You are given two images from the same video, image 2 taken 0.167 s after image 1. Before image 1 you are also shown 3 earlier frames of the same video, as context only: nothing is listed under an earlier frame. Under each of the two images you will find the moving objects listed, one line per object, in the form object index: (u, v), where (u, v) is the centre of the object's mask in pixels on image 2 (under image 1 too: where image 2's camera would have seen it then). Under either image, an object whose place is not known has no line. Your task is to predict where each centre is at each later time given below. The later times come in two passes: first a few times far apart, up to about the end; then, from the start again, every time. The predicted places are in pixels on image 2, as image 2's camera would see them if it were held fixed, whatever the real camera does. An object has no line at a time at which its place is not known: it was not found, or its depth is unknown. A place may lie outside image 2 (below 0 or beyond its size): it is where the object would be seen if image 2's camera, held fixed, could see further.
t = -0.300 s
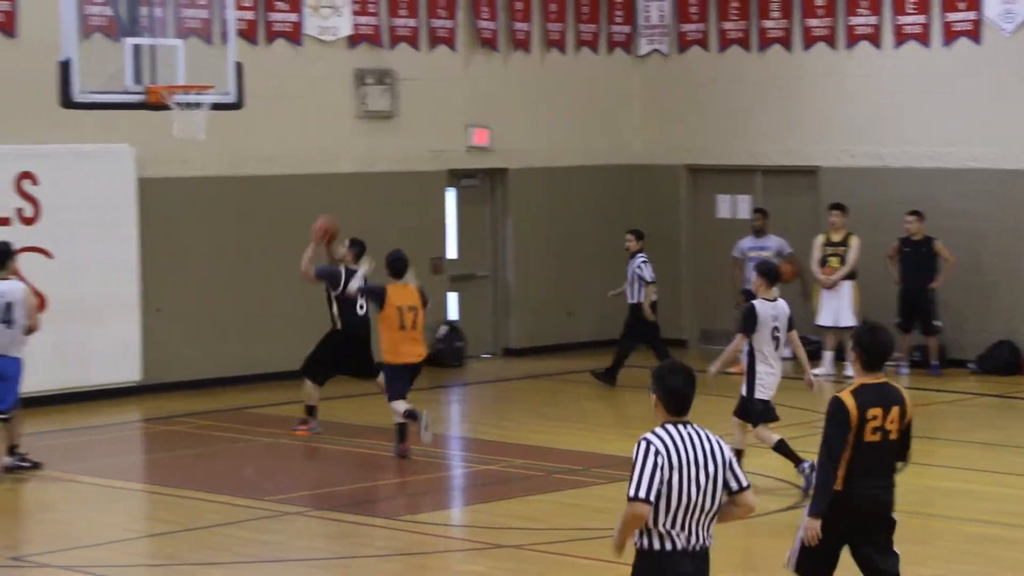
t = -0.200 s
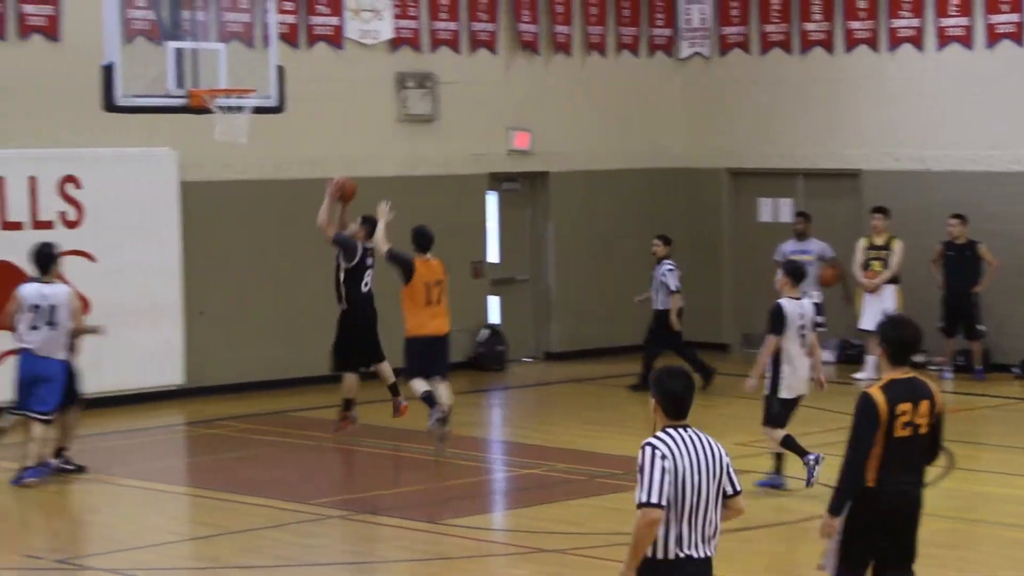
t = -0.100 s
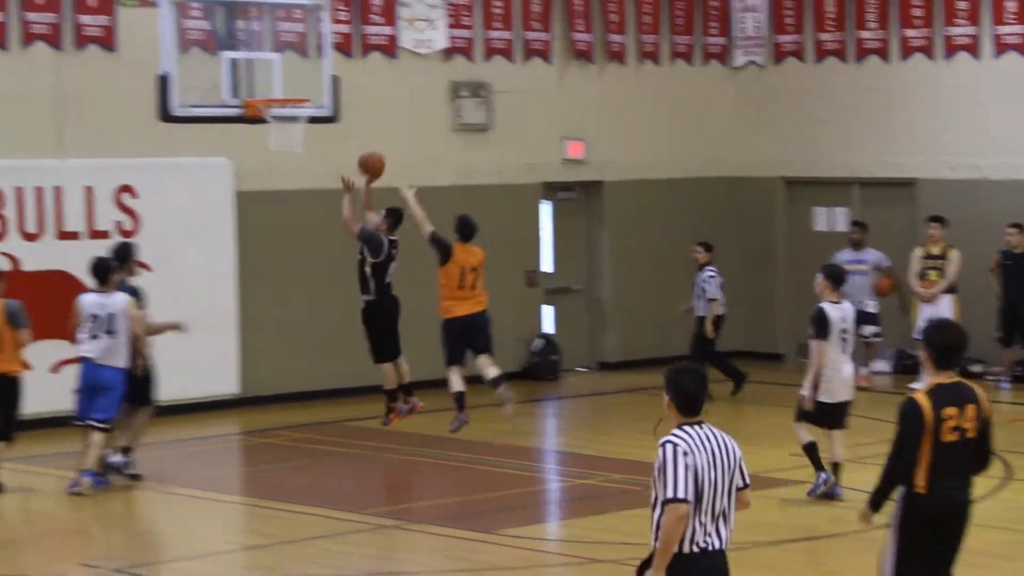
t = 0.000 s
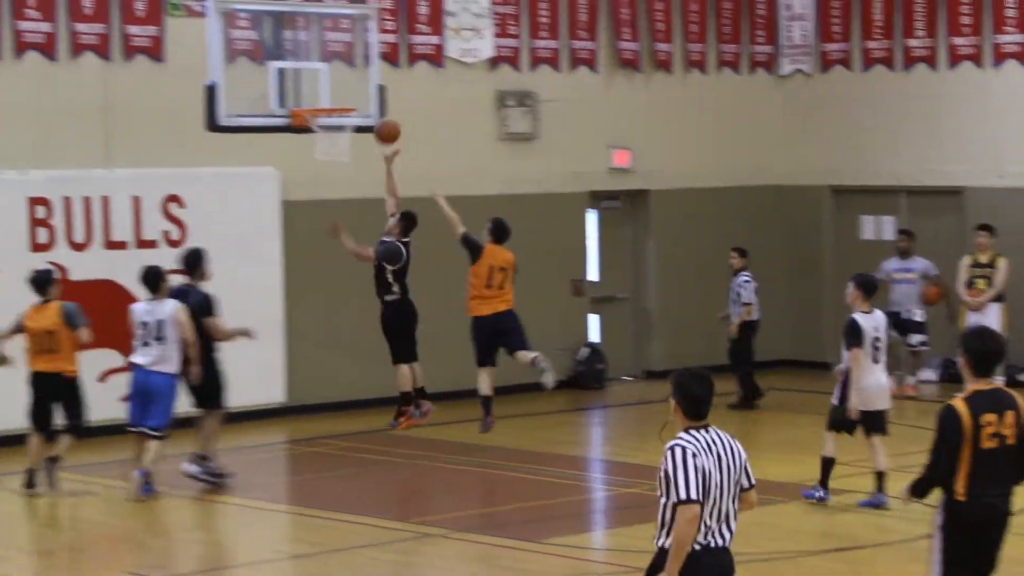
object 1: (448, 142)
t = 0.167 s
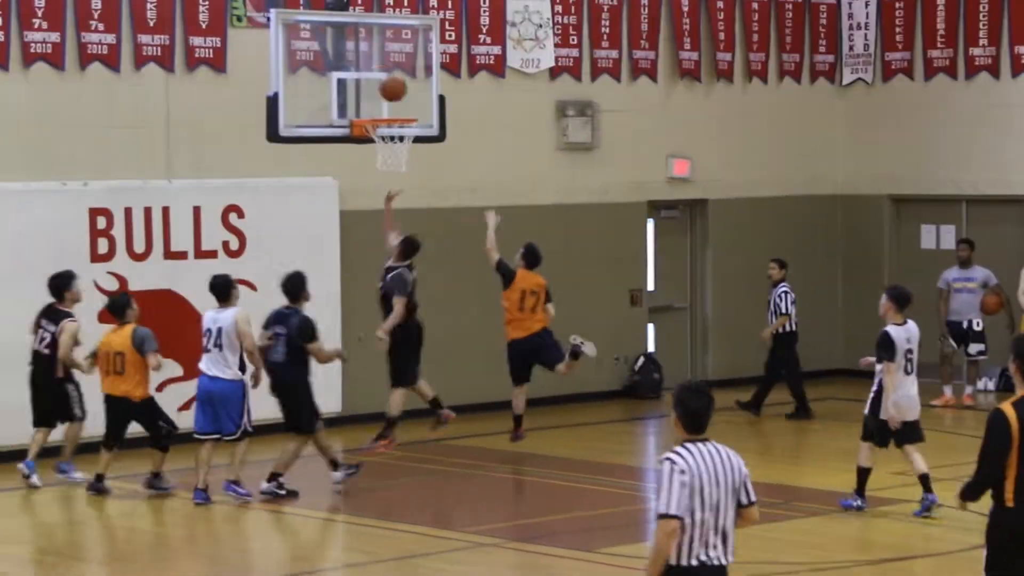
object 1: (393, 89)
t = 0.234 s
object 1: (382, 80)
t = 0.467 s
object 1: (370, 100)
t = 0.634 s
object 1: (351, 110)
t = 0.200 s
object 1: (384, 82)
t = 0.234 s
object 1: (382, 80)
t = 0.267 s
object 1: (380, 79)
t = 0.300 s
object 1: (379, 79)
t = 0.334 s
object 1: (377, 80)
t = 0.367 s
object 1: (376, 83)
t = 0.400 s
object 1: (374, 88)
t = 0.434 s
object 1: (372, 93)
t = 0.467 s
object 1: (370, 100)
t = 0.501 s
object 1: (368, 106)
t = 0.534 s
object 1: (364, 106)
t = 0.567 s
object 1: (360, 106)
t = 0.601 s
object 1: (356, 107)
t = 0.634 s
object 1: (351, 110)
